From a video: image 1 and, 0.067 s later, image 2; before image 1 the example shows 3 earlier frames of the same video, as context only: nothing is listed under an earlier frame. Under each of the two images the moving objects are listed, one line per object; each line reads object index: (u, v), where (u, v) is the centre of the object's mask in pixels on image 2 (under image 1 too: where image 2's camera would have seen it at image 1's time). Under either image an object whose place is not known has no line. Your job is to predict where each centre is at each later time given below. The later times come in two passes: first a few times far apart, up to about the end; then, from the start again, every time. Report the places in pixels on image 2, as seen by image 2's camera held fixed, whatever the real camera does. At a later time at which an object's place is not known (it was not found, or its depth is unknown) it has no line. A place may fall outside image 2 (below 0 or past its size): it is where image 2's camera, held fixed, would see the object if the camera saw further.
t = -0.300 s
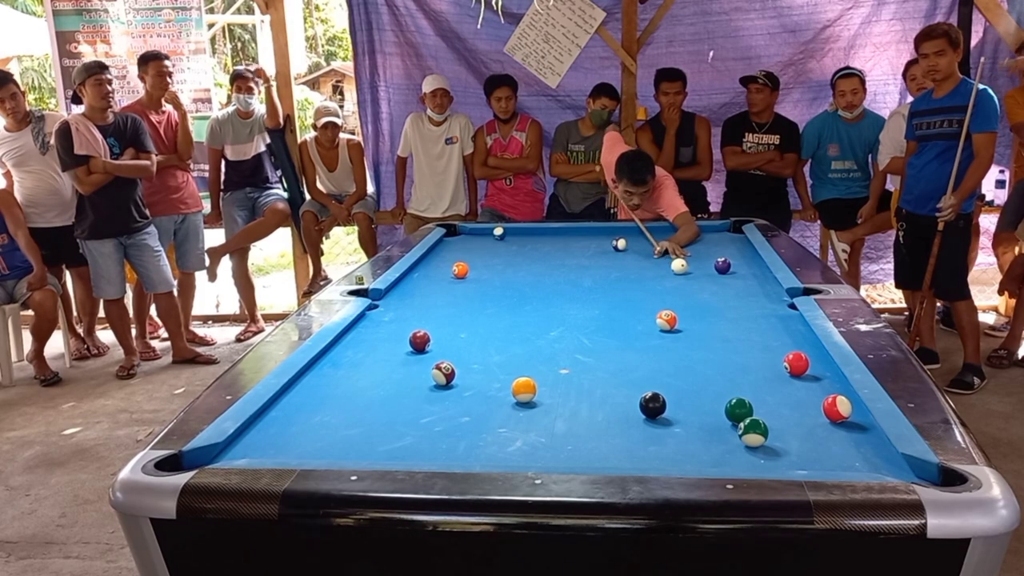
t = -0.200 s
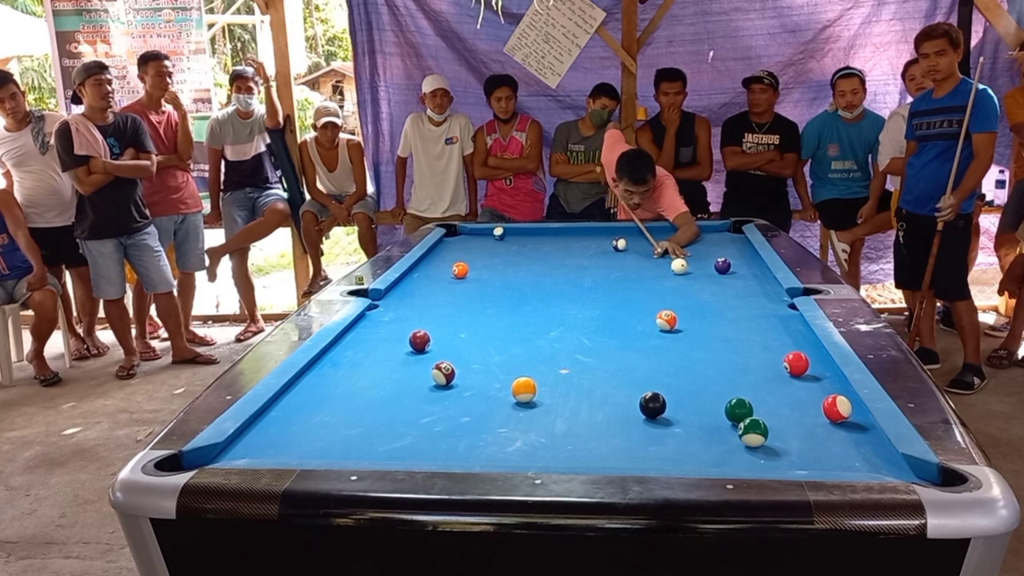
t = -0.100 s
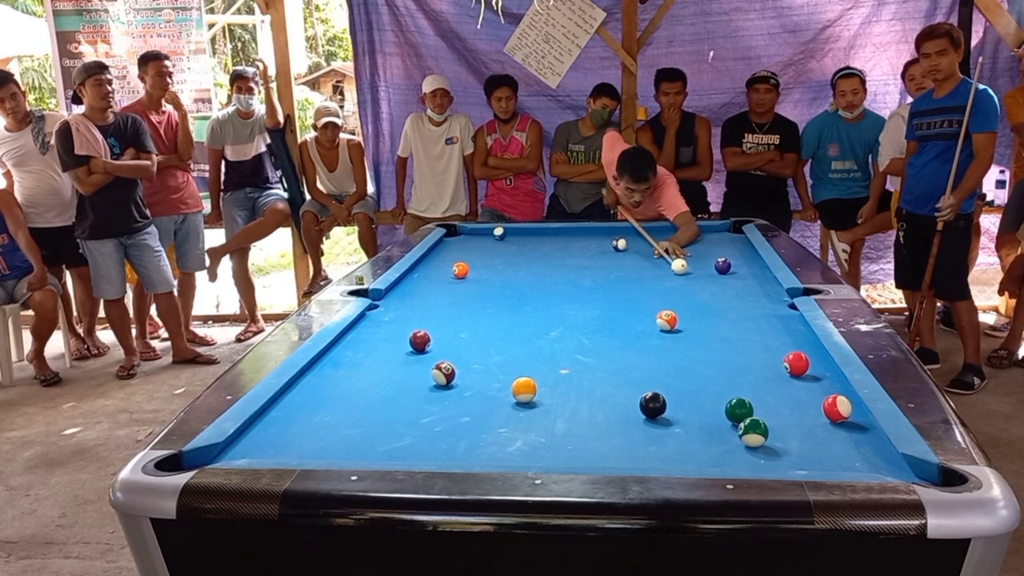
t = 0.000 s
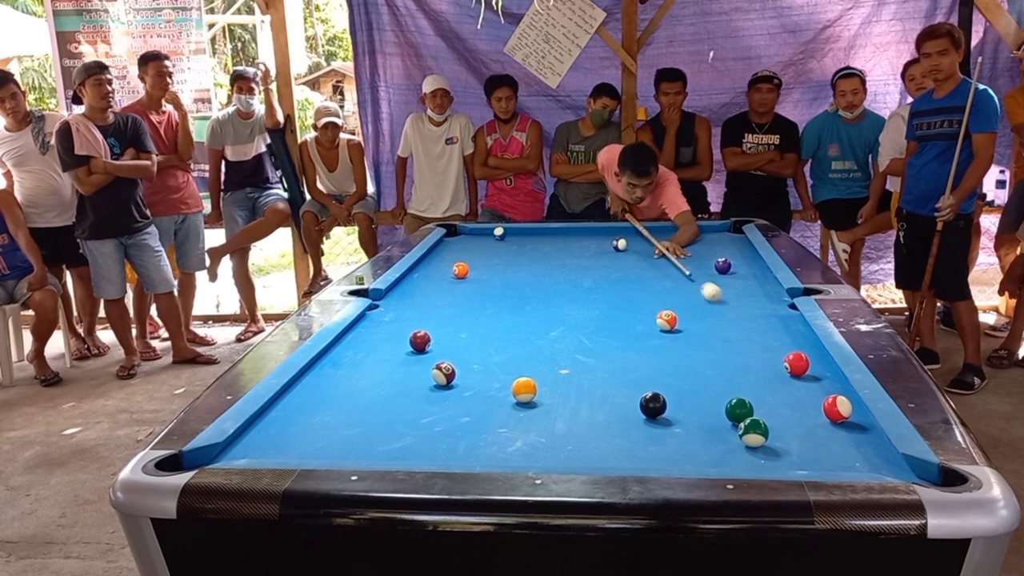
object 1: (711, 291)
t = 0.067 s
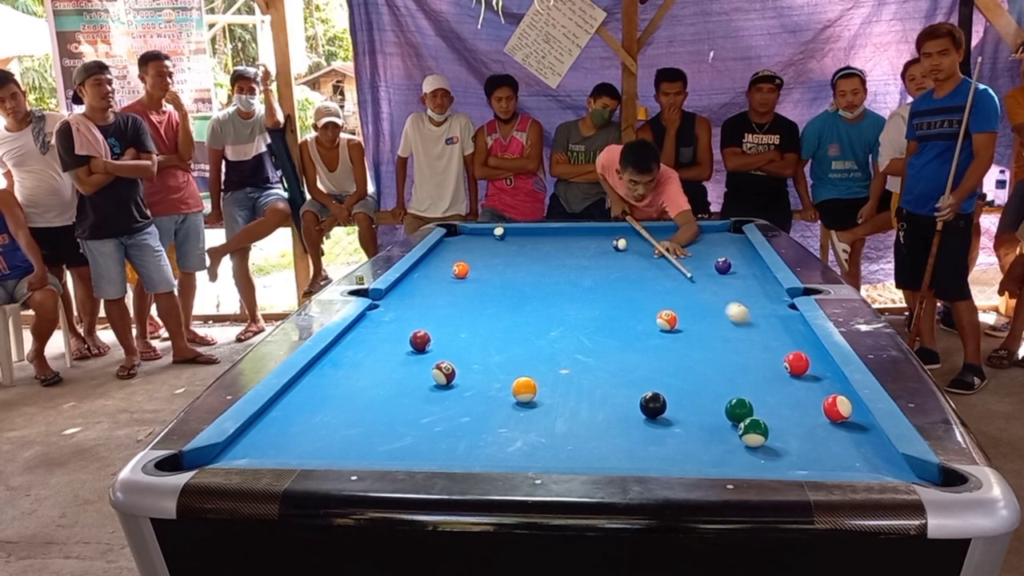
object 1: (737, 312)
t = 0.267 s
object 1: (797, 355)
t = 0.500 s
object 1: (812, 352)
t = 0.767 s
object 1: (805, 350)
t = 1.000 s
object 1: (795, 347)
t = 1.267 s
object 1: (787, 346)
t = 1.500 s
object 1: (782, 345)
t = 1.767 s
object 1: (779, 344)
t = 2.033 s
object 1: (777, 343)
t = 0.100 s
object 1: (751, 324)
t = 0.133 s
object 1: (767, 337)
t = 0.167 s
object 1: (781, 348)
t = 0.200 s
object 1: (792, 355)
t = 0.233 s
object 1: (795, 355)
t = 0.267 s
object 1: (797, 355)
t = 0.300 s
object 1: (800, 355)
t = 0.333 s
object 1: (802, 354)
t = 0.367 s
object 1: (804, 354)
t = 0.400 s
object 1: (806, 354)
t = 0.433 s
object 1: (808, 353)
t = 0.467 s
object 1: (810, 353)
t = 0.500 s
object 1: (812, 352)
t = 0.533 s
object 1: (814, 352)
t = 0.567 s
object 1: (814, 352)
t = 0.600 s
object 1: (812, 351)
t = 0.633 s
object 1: (811, 351)
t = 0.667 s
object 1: (809, 350)
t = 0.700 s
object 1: (807, 350)
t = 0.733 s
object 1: (806, 350)
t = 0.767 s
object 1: (805, 350)
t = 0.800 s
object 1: (803, 349)
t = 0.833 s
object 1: (802, 349)
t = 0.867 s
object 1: (801, 349)
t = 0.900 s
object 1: (799, 348)
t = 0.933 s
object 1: (798, 348)
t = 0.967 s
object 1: (797, 348)
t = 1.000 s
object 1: (795, 347)
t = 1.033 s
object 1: (794, 348)
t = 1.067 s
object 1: (793, 347)
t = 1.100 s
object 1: (792, 347)
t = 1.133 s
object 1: (791, 347)
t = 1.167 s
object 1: (790, 346)
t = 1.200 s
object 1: (789, 346)
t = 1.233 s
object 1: (788, 346)
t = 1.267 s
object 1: (787, 346)
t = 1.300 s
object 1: (786, 346)
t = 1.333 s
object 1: (786, 345)
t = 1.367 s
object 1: (785, 345)
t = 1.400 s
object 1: (784, 345)
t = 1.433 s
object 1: (783, 345)
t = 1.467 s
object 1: (783, 345)
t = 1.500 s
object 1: (782, 345)
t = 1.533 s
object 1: (781, 344)
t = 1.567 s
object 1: (781, 344)
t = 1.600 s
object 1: (780, 344)
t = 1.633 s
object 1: (780, 344)
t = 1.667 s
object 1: (780, 344)
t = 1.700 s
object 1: (779, 344)
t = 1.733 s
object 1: (779, 344)
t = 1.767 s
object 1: (779, 344)
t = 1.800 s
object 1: (778, 344)
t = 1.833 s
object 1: (778, 344)
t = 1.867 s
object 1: (778, 344)
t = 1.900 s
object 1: (778, 344)
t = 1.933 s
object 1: (777, 343)
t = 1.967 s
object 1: (777, 343)
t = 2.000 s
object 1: (777, 343)
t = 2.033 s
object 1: (777, 343)
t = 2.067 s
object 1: (777, 343)
